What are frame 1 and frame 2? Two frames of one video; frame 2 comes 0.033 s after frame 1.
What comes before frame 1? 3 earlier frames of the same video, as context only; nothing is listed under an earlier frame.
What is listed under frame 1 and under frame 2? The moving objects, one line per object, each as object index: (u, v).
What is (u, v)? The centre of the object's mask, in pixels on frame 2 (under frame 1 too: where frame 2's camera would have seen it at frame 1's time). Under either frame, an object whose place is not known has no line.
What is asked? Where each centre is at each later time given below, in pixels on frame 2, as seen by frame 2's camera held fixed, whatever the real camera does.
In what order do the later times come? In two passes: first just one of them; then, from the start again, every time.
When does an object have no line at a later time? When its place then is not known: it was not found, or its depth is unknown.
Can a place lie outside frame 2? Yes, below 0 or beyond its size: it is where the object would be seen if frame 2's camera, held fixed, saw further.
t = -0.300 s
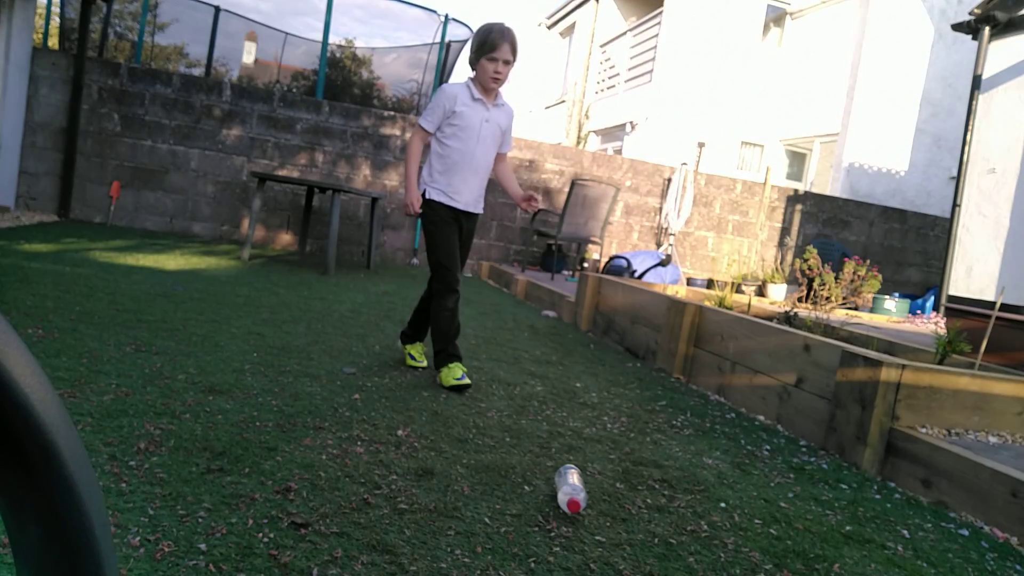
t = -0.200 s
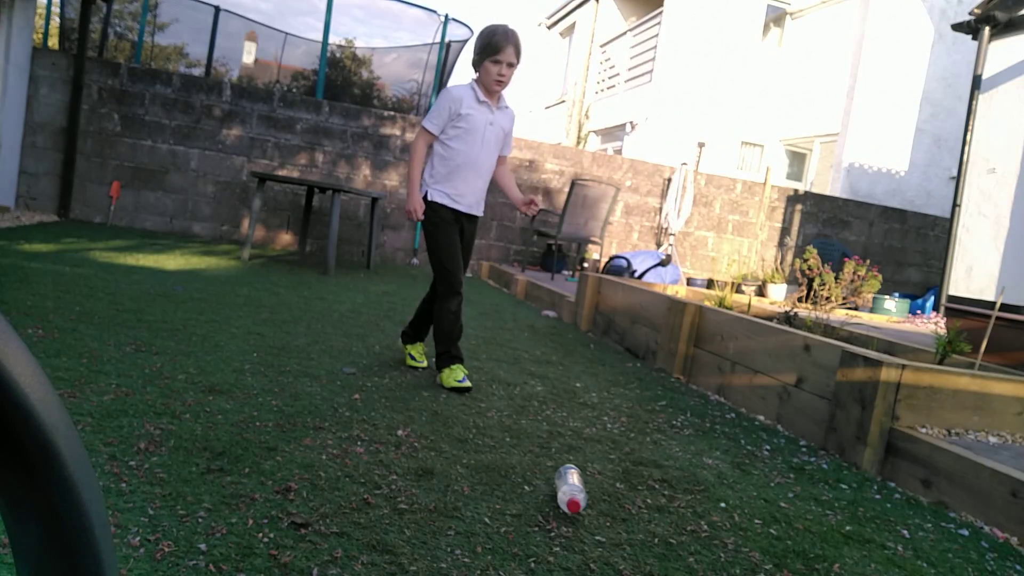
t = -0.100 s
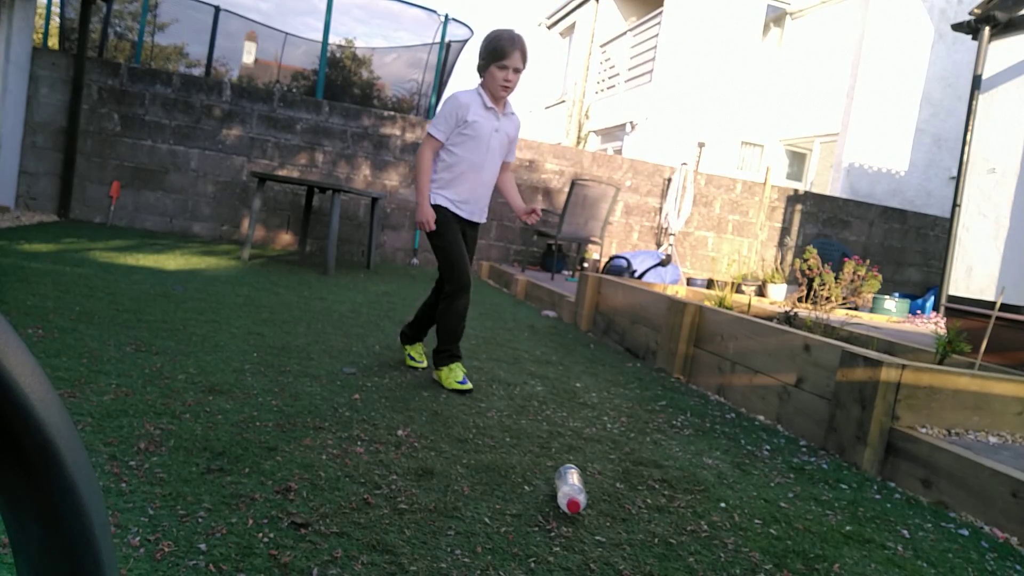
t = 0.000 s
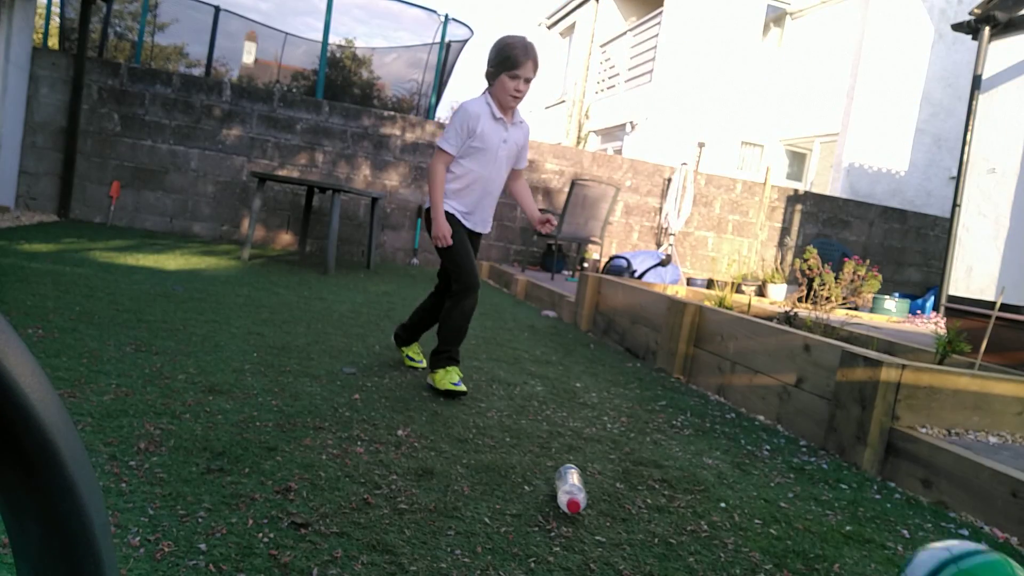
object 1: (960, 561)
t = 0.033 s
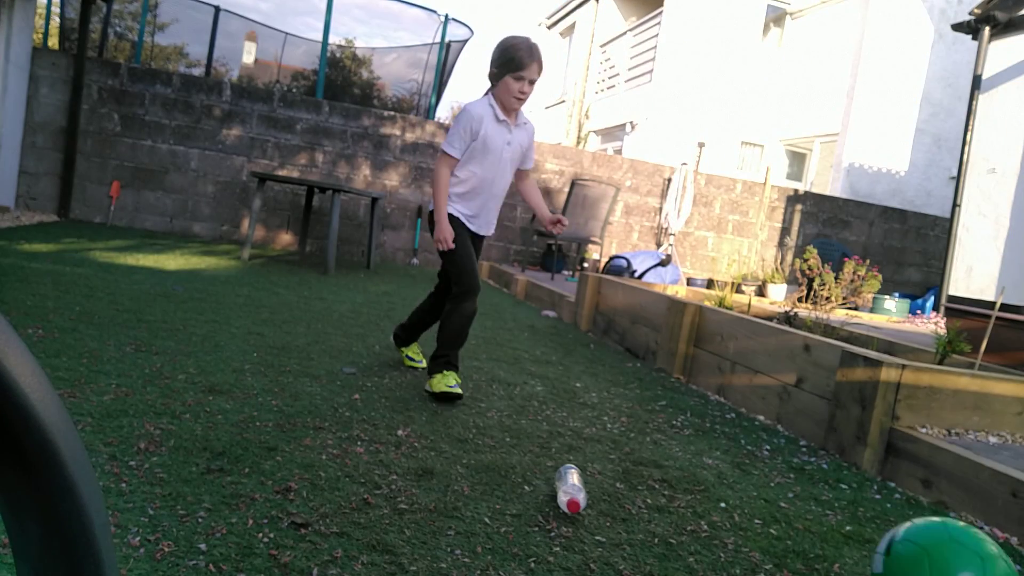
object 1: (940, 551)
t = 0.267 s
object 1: (829, 498)
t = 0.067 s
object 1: (920, 544)
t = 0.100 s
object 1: (900, 541)
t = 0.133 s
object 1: (881, 540)
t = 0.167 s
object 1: (865, 534)
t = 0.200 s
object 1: (854, 522)
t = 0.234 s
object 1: (841, 507)
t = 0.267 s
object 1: (829, 498)
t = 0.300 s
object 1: (816, 493)
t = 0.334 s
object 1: (805, 487)
